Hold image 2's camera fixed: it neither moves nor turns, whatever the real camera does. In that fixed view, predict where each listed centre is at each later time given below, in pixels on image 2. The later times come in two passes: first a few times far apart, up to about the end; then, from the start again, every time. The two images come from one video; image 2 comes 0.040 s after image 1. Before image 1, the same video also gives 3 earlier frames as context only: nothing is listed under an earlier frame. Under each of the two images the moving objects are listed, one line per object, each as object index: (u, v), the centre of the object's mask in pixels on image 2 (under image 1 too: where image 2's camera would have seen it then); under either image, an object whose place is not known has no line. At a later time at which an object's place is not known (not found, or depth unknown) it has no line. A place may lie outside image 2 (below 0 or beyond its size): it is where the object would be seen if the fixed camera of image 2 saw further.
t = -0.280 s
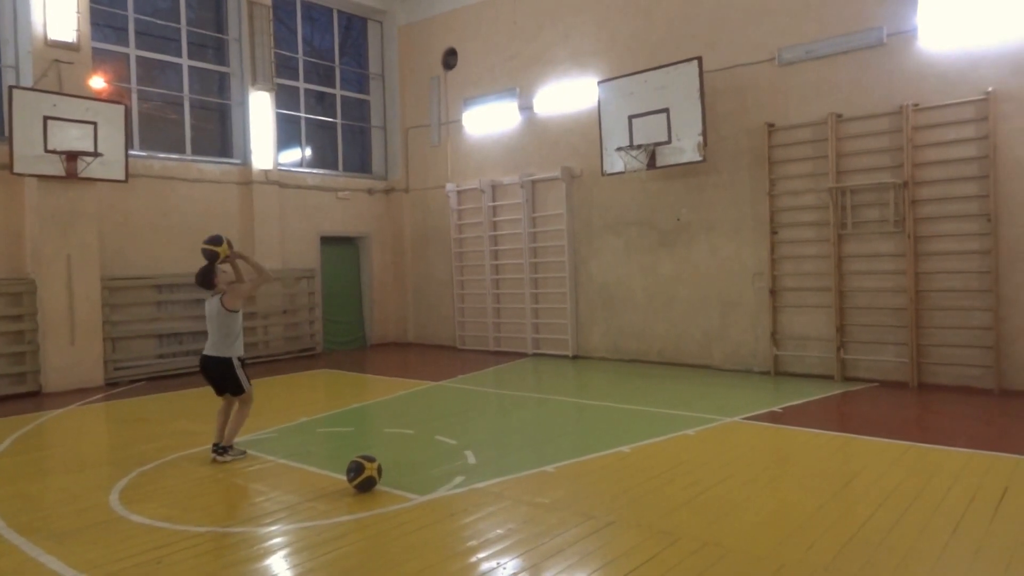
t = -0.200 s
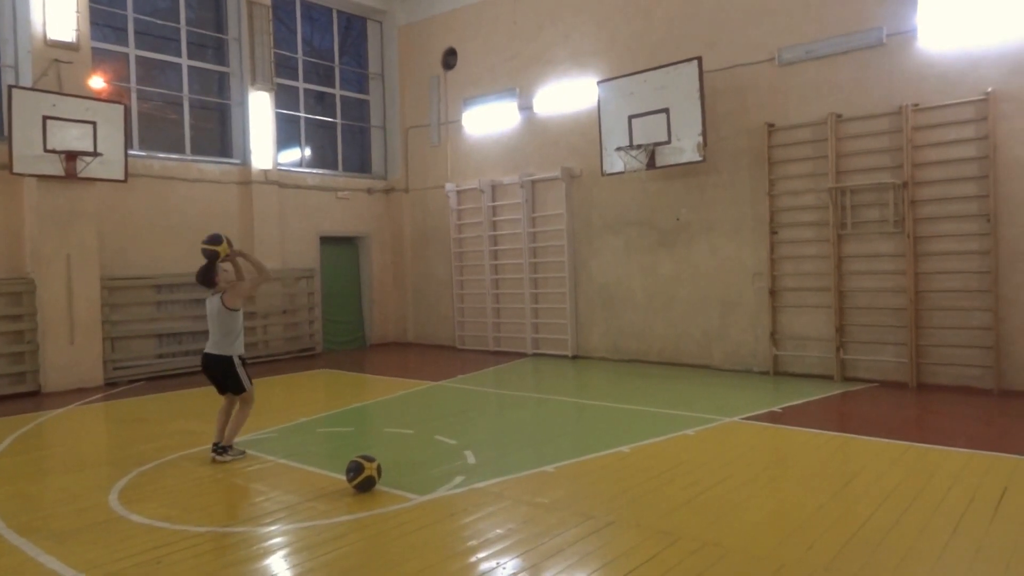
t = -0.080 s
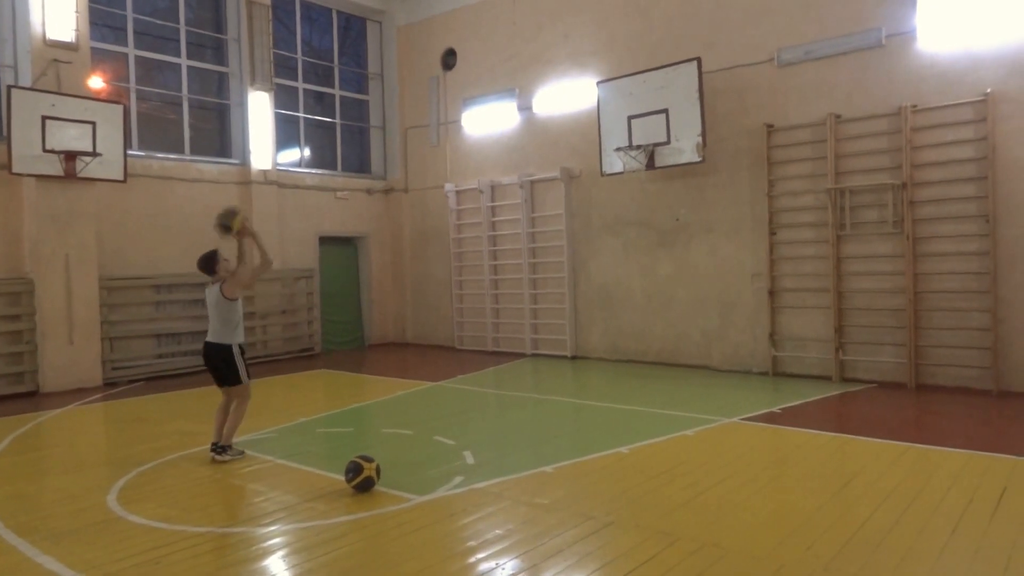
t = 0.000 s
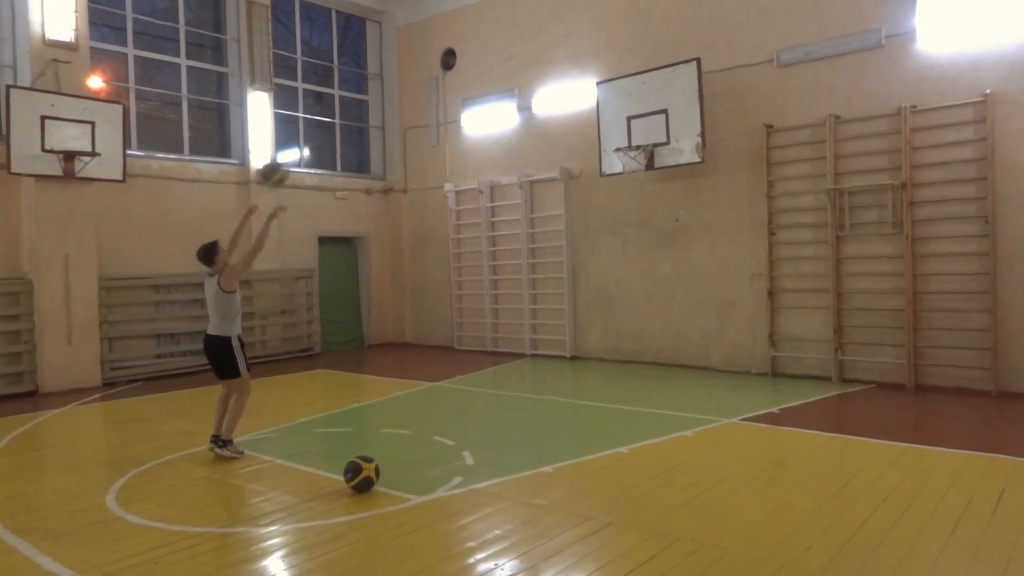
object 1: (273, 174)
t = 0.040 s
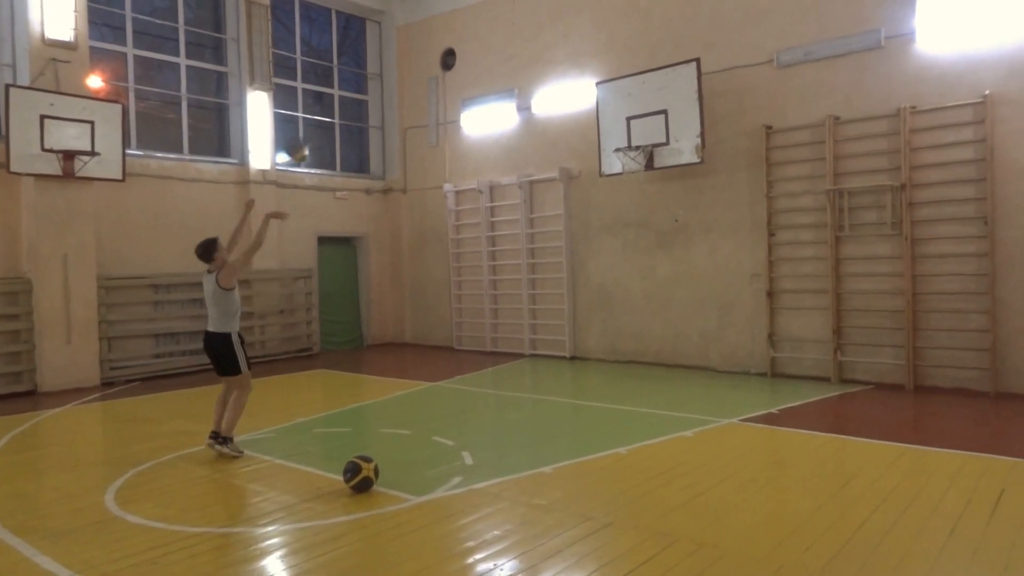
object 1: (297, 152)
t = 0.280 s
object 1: (413, 71)
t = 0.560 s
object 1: (521, 63)
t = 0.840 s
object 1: (606, 118)
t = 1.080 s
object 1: (643, 159)
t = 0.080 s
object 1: (317, 136)
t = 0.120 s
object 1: (340, 118)
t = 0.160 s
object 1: (359, 102)
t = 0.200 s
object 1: (378, 89)
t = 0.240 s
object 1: (395, 79)
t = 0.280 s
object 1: (413, 71)
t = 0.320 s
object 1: (430, 65)
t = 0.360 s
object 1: (447, 60)
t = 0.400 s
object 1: (465, 58)
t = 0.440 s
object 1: (478, 57)
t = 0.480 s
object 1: (493, 57)
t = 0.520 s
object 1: (507, 59)
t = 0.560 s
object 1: (521, 63)
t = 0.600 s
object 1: (534, 67)
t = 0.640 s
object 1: (547, 73)
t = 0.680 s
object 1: (560, 79)
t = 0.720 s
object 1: (572, 87)
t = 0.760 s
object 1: (584, 98)
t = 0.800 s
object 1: (595, 109)
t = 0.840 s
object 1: (606, 118)
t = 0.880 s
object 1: (616, 131)
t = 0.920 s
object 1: (626, 145)
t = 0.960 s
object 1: (633, 155)
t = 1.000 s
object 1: (643, 161)
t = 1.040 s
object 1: (644, 160)
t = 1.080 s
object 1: (643, 159)
